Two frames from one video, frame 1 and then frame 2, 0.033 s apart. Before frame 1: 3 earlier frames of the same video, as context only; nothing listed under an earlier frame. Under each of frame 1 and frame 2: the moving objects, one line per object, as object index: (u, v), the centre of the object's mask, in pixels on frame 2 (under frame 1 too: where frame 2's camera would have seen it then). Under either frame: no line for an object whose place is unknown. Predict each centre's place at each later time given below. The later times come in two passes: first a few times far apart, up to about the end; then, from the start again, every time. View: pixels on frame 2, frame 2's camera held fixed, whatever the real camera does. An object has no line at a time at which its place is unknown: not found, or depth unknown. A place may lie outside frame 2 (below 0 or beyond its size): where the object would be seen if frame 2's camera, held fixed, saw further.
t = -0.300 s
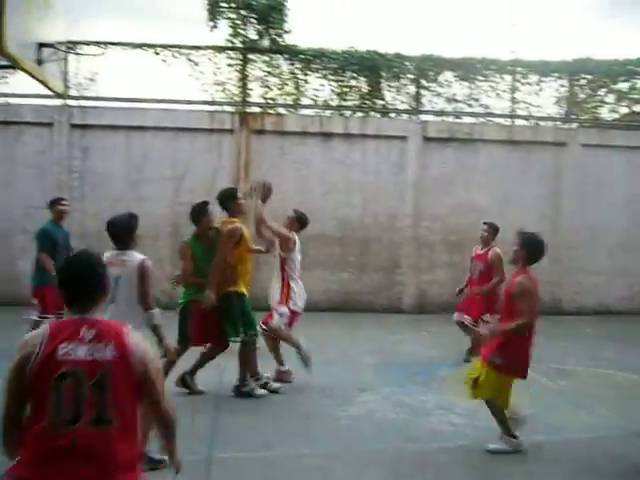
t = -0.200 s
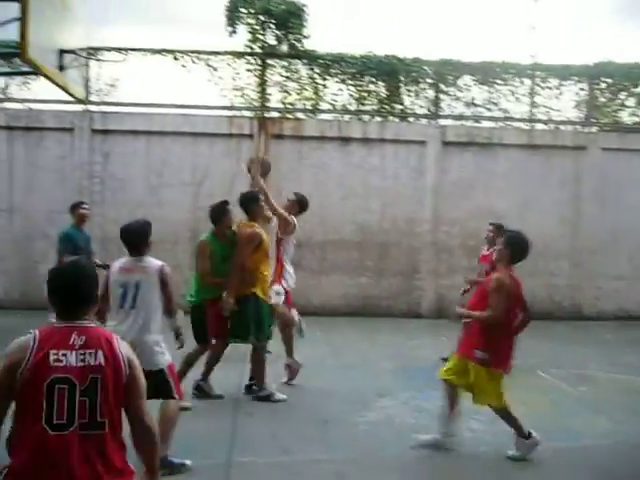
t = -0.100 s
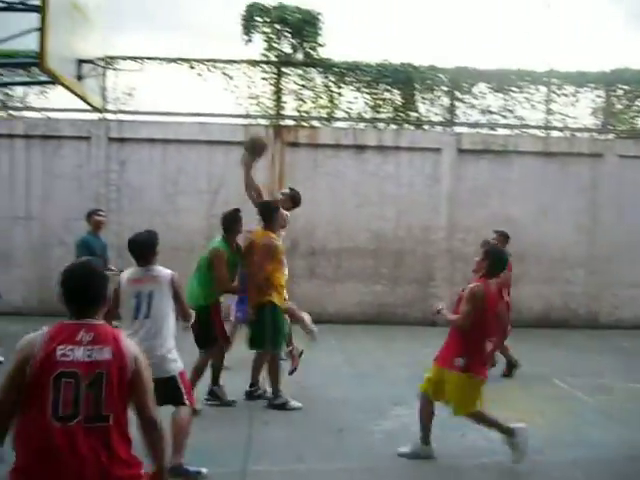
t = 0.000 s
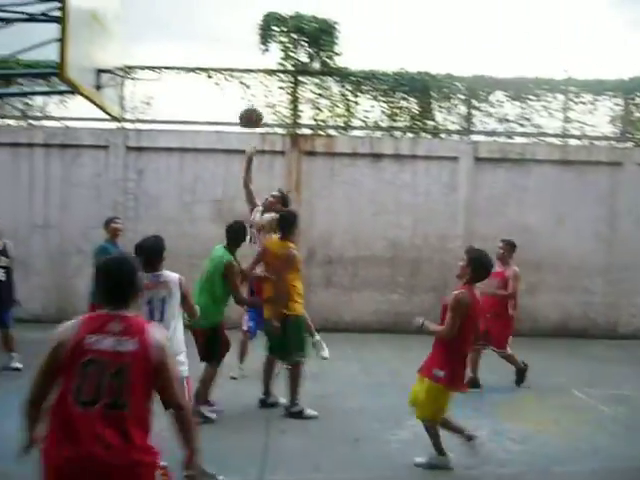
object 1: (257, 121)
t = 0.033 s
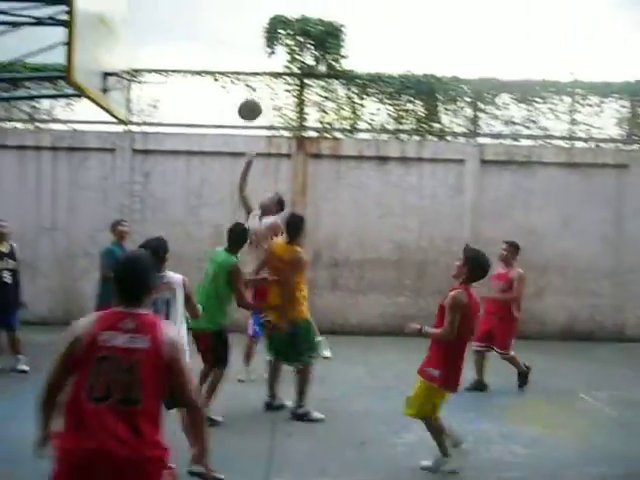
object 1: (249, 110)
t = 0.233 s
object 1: (203, 70)
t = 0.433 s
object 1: (157, 66)
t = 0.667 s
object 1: (140, 104)
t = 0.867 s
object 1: (153, 140)
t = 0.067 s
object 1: (242, 100)
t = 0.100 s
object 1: (234, 92)
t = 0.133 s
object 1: (226, 85)
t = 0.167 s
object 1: (219, 79)
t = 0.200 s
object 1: (211, 74)
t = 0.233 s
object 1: (203, 70)
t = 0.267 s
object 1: (194, 67)
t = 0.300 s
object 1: (187, 65)
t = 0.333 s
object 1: (178, 64)
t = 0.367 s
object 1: (170, 65)
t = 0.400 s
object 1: (163, 65)
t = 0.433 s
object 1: (157, 66)
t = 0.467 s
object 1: (149, 68)
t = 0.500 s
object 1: (142, 72)
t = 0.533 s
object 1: (136, 76)
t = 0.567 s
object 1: (133, 81)
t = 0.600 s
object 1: (135, 87)
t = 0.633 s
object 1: (137, 95)
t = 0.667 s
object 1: (140, 104)
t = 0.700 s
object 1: (143, 111)
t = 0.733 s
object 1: (145, 115)
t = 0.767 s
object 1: (147, 119)
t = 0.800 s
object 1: (149, 125)
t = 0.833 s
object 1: (152, 132)
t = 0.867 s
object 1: (153, 140)
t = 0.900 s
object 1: (155, 149)
